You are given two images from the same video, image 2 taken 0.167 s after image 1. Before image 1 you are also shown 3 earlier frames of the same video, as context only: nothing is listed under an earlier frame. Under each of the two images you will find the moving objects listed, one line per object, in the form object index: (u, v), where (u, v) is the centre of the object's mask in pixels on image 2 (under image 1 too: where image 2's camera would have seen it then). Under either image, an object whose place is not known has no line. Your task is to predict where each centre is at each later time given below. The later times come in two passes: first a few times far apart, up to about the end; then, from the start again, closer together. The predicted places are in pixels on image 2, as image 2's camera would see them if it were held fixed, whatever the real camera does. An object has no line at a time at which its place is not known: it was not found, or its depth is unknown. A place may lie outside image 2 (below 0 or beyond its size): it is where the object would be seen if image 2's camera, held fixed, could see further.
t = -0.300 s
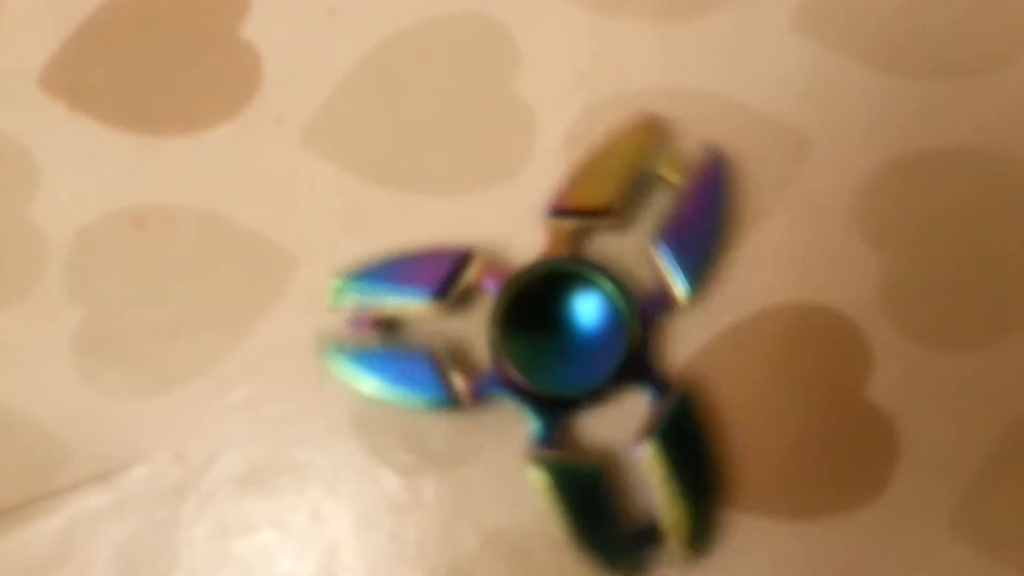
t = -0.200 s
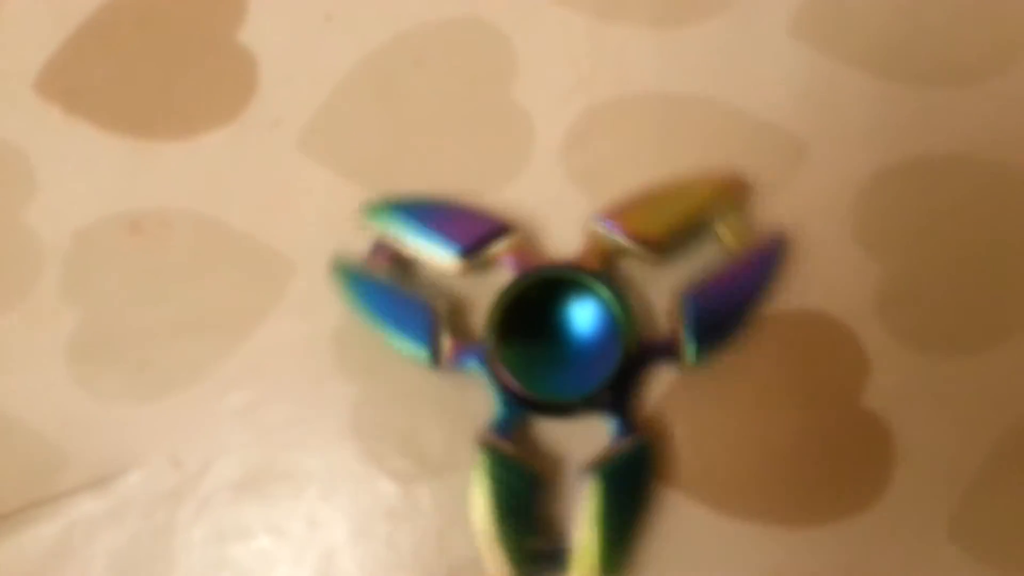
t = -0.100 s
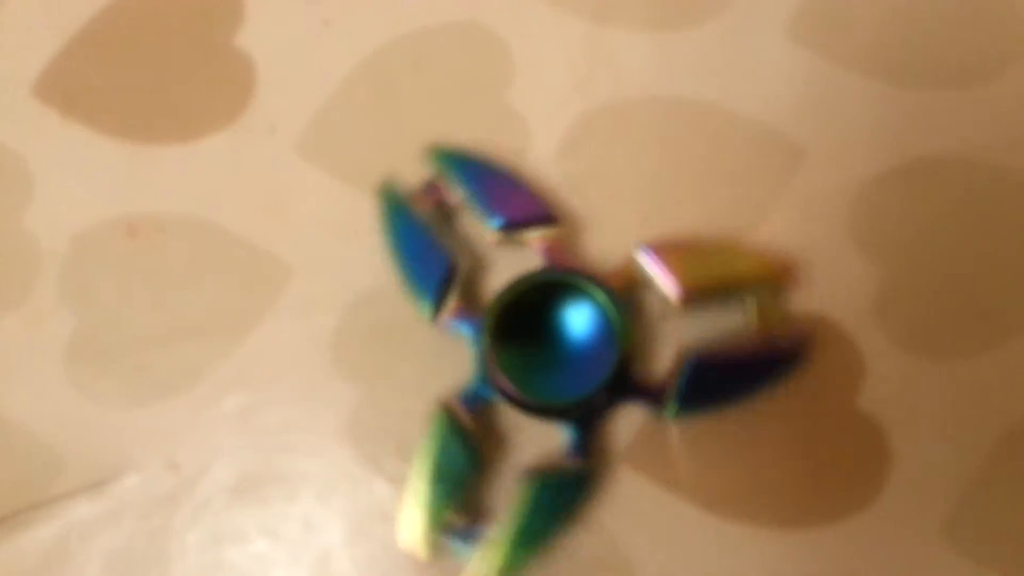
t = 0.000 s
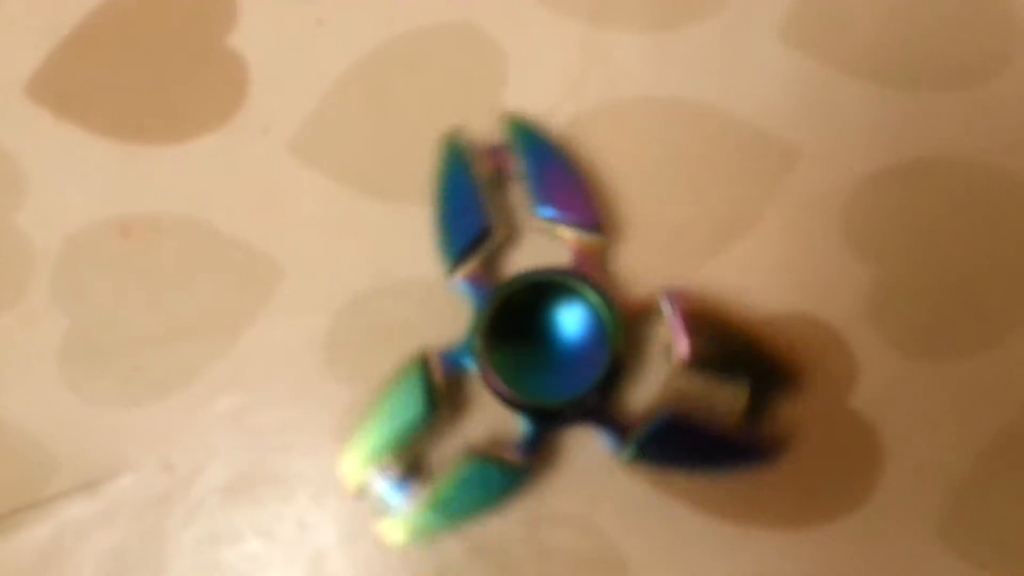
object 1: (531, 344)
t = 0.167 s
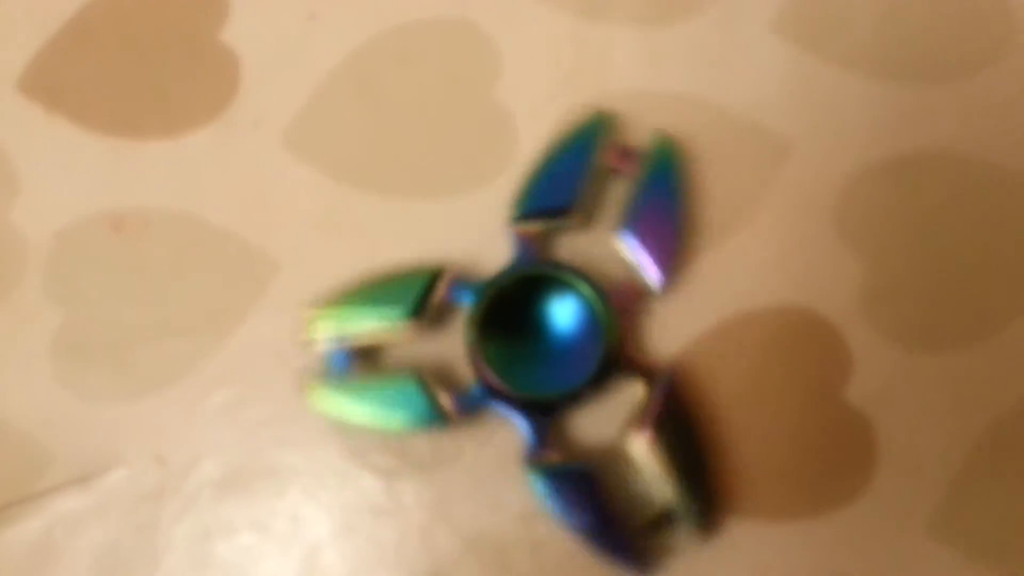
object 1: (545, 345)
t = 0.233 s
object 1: (547, 347)
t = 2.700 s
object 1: (542, 347)
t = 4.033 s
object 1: (541, 348)
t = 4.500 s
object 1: (542, 345)
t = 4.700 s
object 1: (545, 345)
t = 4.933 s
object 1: (545, 345)
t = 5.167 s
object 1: (543, 344)
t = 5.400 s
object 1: (546, 346)
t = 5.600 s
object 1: (544, 345)
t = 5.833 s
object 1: (544, 345)
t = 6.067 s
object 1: (544, 347)
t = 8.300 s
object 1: (543, 345)
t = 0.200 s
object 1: (547, 347)
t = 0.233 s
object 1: (547, 347)
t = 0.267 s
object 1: (548, 346)
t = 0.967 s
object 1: (540, 344)
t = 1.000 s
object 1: (540, 344)
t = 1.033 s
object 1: (541, 343)
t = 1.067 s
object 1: (541, 343)
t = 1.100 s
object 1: (542, 343)
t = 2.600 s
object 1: (541, 348)
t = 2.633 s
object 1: (541, 348)
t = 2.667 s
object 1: (541, 347)
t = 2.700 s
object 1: (542, 347)
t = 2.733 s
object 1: (544, 345)
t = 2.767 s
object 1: (543, 345)
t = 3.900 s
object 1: (543, 346)
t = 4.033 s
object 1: (541, 348)
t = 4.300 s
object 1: (541, 347)
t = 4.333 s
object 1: (540, 347)
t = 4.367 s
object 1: (541, 347)
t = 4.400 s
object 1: (542, 346)
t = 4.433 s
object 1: (542, 345)
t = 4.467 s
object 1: (542, 346)
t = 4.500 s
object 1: (542, 345)
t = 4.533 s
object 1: (543, 347)
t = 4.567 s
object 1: (543, 346)
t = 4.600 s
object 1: (542, 344)
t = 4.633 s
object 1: (543, 346)
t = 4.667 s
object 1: (543, 345)
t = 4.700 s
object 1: (545, 345)
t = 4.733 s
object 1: (545, 346)
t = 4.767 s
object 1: (546, 347)
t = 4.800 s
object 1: (545, 347)
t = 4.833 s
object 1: (545, 346)
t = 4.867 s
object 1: (544, 347)
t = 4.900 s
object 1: (545, 346)
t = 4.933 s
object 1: (545, 345)
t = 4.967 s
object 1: (534, 344)
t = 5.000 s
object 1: (534, 342)
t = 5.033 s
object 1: (543, 344)
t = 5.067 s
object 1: (543, 343)
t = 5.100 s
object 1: (543, 344)
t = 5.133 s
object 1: (542, 344)
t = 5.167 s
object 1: (543, 344)
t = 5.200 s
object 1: (543, 343)
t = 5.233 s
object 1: (544, 344)
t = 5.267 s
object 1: (544, 345)
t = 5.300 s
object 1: (545, 345)
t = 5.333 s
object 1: (545, 346)
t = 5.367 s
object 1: (547, 346)
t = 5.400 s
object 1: (546, 346)
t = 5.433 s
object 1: (546, 347)
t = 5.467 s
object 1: (546, 346)
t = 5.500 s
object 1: (544, 345)
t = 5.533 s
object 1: (545, 345)
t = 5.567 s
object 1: (545, 345)
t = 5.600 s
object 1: (544, 345)
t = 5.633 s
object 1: (544, 345)
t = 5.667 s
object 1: (543, 345)
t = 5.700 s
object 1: (544, 346)
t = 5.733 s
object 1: (543, 346)
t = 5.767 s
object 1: (543, 345)
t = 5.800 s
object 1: (543, 345)
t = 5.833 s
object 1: (544, 345)
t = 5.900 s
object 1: (543, 345)
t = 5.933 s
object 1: (543, 344)
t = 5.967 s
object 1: (544, 346)
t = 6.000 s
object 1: (544, 347)
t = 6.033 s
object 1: (544, 347)
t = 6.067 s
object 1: (544, 347)
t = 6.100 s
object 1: (544, 346)
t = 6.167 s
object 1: (543, 346)
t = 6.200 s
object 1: (543, 346)
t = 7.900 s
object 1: (543, 345)
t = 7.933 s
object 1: (543, 346)
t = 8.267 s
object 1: (543, 345)
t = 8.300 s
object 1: (543, 345)
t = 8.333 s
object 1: (542, 344)
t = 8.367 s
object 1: (542, 346)
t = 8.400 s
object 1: (542, 345)
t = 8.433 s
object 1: (543, 344)
